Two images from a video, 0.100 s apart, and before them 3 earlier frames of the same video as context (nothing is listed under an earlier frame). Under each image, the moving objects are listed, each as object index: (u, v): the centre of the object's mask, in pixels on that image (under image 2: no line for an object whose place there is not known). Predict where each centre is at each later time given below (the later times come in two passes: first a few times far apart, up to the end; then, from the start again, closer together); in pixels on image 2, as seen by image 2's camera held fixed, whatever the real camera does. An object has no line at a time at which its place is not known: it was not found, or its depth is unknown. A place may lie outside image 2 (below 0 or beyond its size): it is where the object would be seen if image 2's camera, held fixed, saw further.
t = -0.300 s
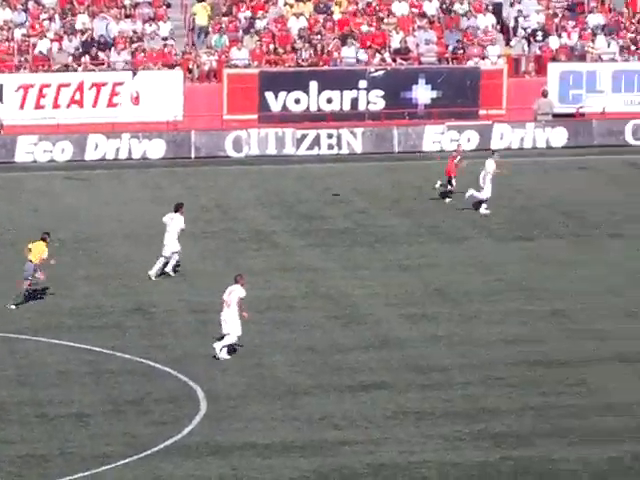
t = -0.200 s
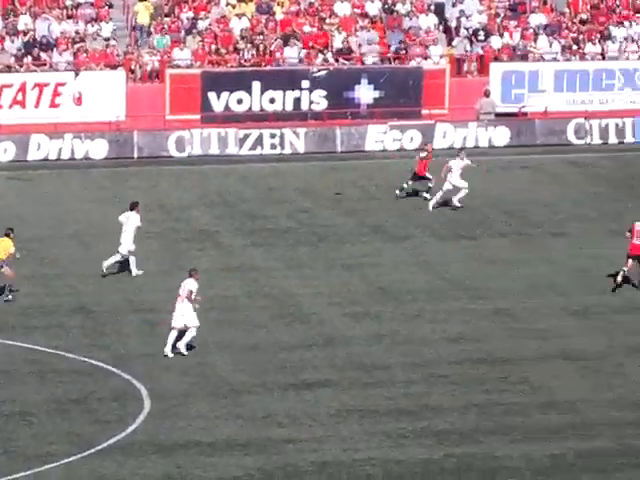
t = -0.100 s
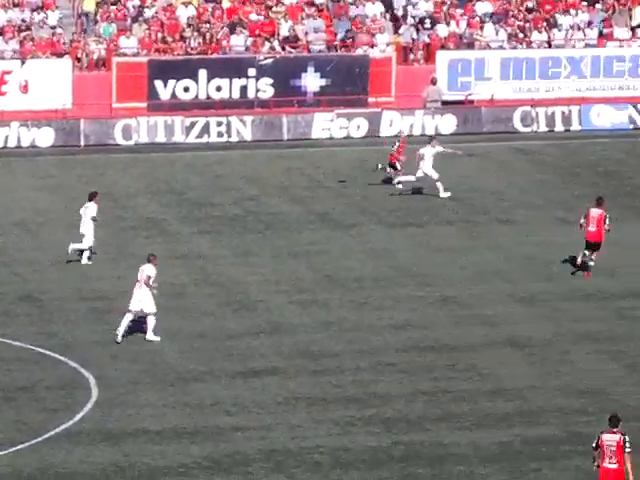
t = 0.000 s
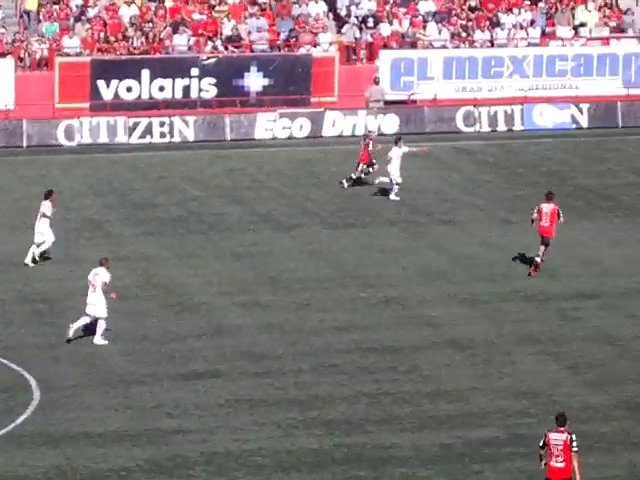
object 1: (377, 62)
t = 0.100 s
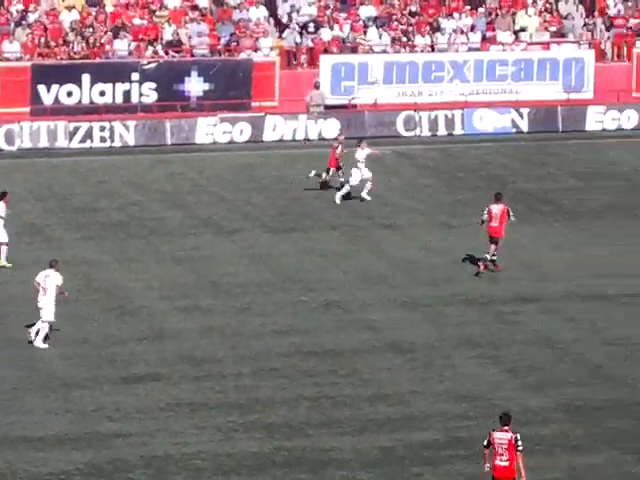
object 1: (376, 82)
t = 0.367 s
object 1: (523, 126)
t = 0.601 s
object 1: (650, 173)
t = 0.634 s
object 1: (668, 182)
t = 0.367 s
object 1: (523, 126)
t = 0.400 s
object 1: (541, 128)
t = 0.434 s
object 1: (559, 135)
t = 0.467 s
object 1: (578, 142)
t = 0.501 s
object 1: (596, 149)
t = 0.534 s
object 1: (614, 157)
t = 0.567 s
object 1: (632, 165)
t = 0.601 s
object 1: (650, 173)
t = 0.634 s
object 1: (668, 182)
